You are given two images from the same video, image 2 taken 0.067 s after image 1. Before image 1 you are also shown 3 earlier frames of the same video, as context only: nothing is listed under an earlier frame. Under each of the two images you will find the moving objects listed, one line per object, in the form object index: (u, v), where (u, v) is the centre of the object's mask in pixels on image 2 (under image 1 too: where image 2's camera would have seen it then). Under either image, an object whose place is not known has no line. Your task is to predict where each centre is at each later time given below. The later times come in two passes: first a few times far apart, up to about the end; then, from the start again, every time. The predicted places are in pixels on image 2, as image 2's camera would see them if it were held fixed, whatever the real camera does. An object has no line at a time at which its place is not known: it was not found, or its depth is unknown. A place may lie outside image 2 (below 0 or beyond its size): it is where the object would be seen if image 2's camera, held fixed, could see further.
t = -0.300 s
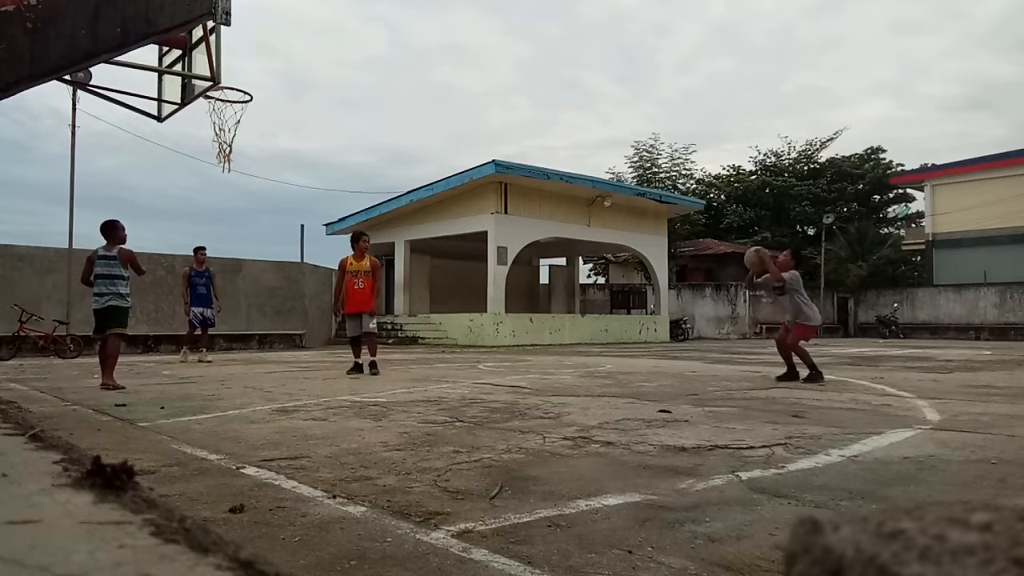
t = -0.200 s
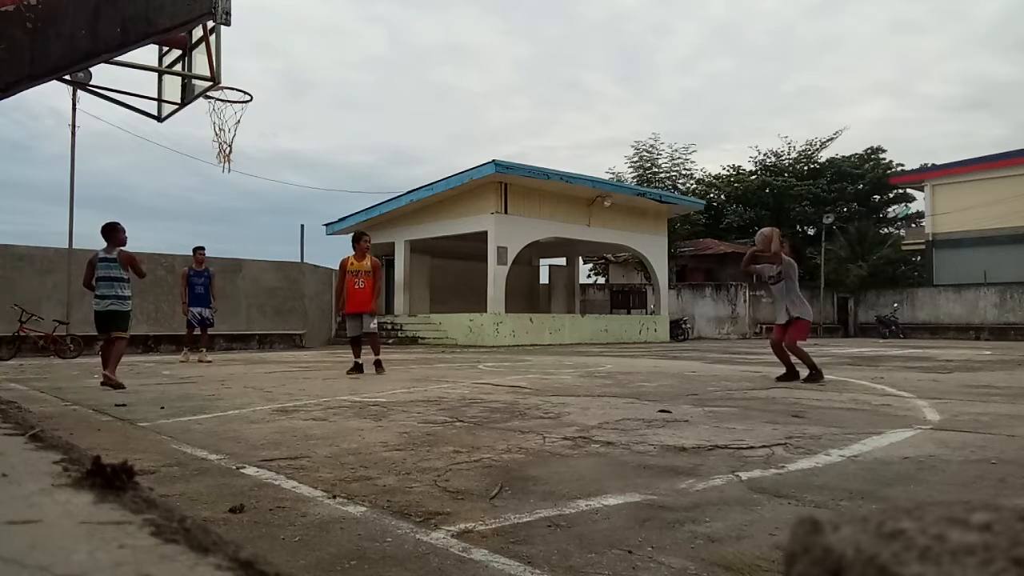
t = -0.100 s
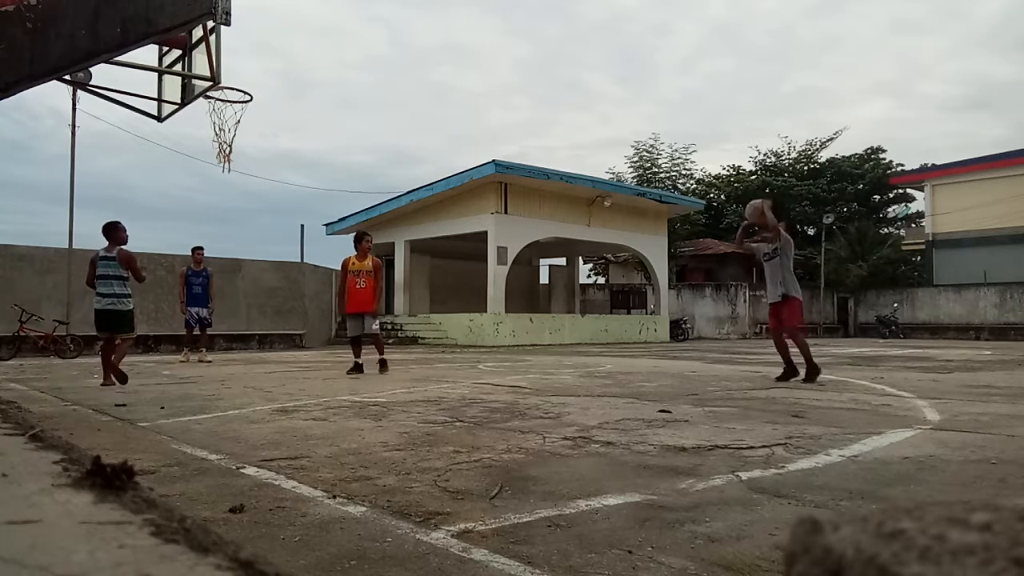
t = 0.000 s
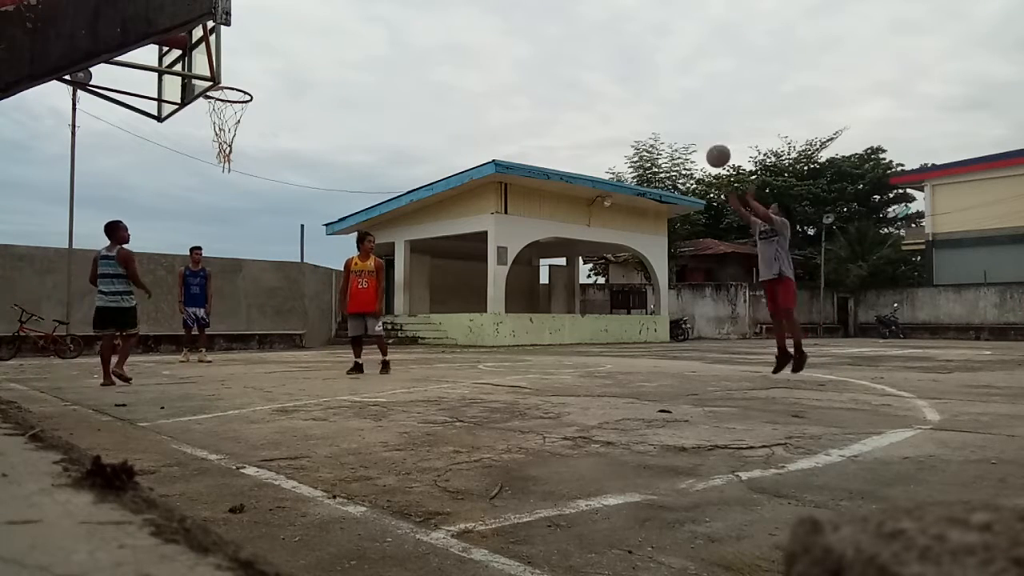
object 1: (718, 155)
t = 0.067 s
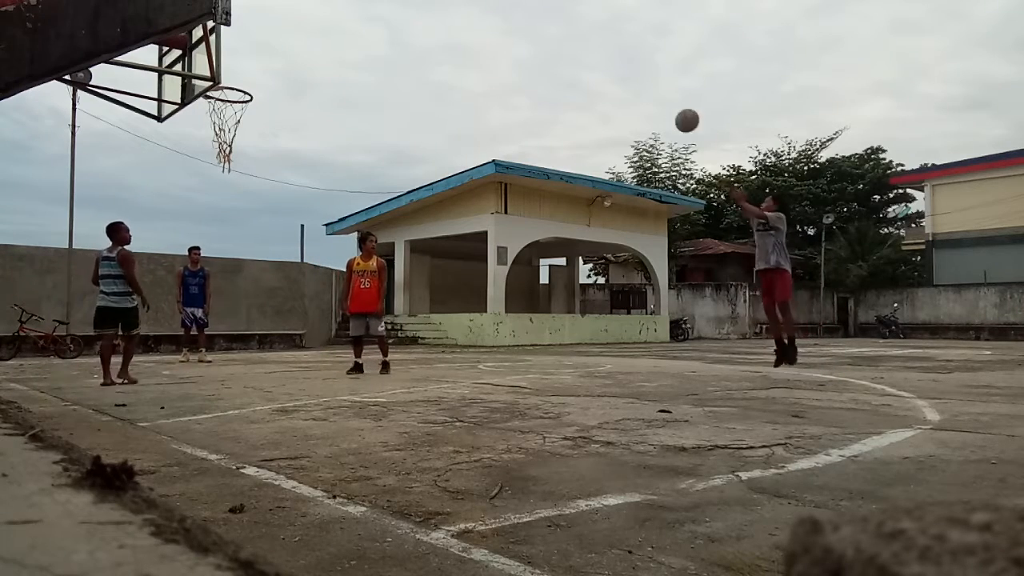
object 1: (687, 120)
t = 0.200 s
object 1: (626, 62)
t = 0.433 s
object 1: (522, 5)
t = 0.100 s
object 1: (672, 104)
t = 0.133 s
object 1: (656, 89)
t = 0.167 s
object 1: (641, 75)
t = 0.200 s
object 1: (626, 62)
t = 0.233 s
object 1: (611, 50)
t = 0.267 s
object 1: (596, 39)
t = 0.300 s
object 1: (581, 29)
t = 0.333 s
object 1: (566, 20)
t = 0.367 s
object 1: (551, 12)
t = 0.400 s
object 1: (537, 8)
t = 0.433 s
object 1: (522, 5)
